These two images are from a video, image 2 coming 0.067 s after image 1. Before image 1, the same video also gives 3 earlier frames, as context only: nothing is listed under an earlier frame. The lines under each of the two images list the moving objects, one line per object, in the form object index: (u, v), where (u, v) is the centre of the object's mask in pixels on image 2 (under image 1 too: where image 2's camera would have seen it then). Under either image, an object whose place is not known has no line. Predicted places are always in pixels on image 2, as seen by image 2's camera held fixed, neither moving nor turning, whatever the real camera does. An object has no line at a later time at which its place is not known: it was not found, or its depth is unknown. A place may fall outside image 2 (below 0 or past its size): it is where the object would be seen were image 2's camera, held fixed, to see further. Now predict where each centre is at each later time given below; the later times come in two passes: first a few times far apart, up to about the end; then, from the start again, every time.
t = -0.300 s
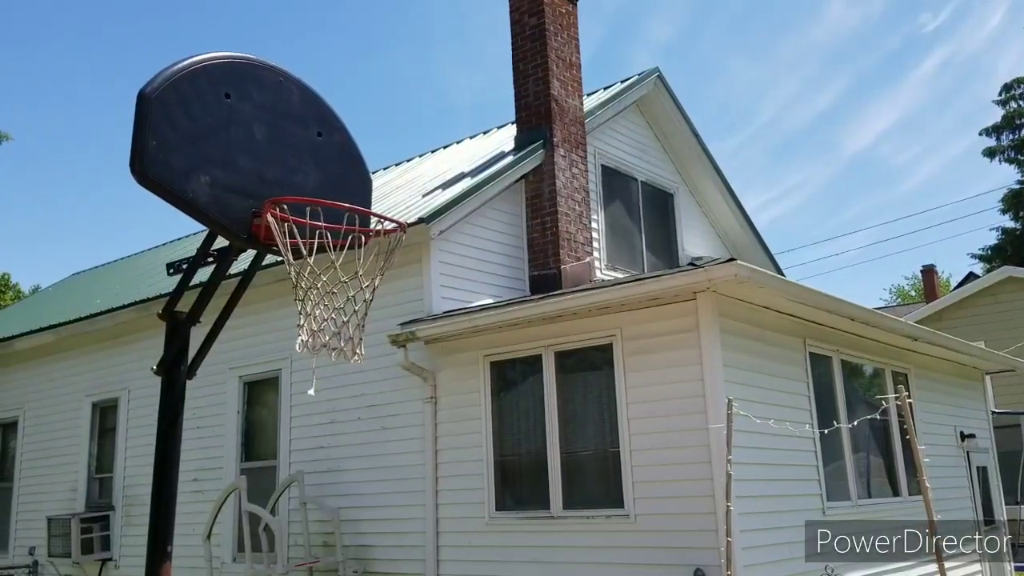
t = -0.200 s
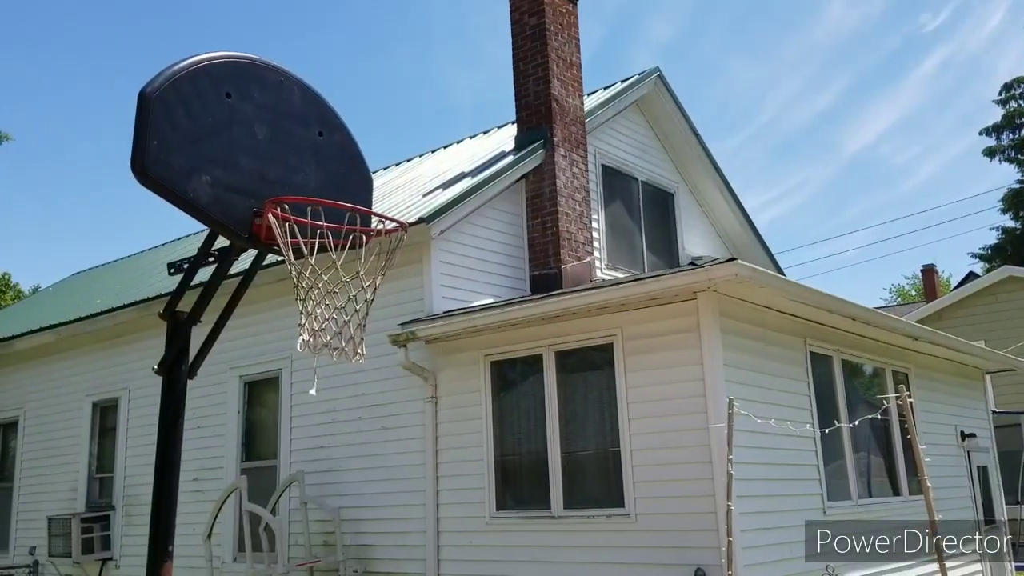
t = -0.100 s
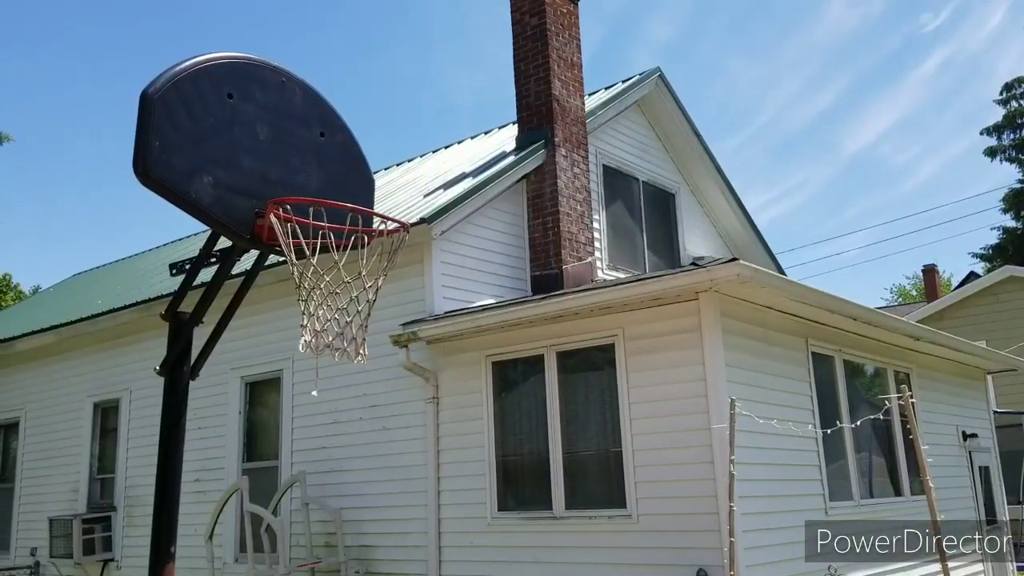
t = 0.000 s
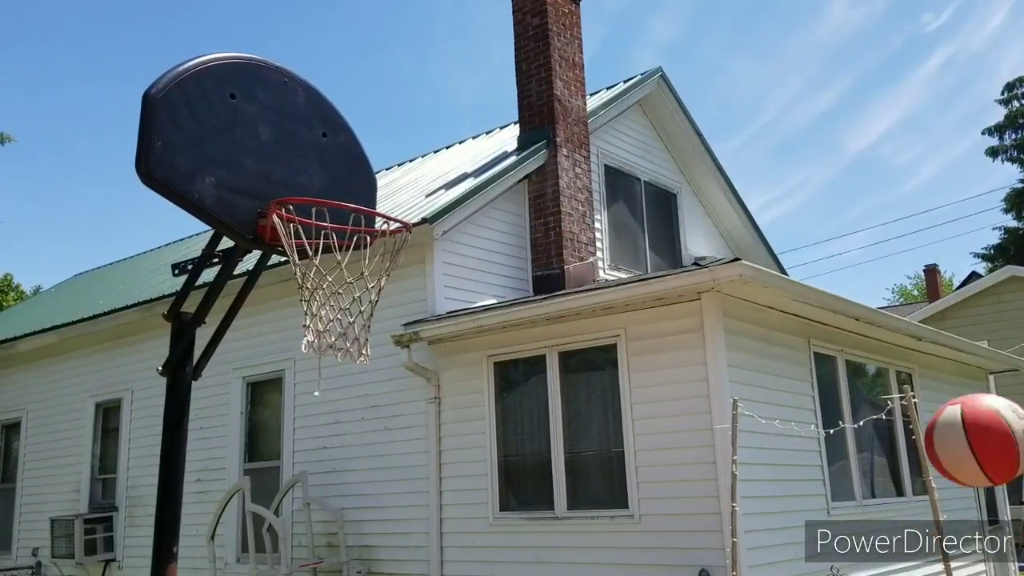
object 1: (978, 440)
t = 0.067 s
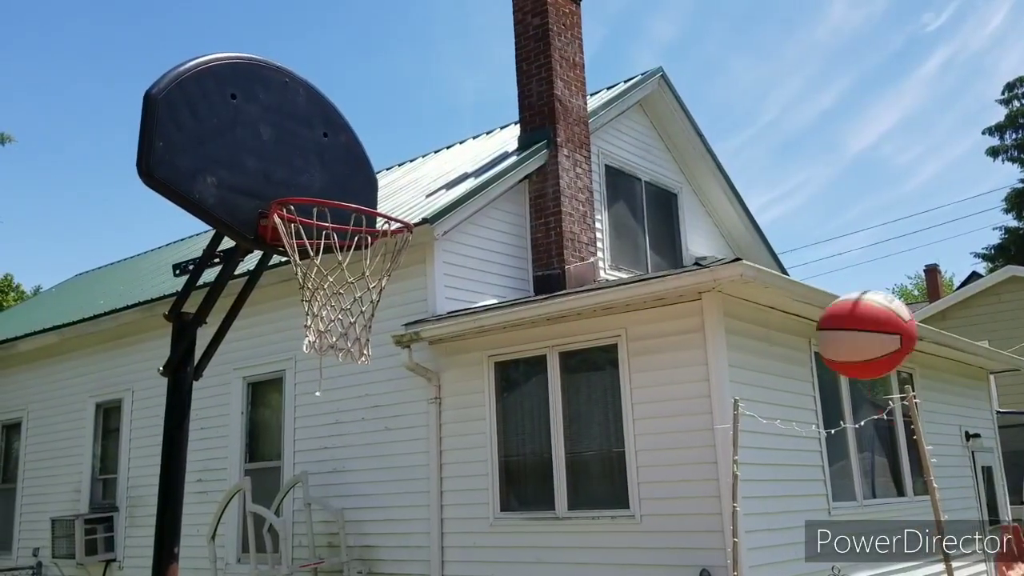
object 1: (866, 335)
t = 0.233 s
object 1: (635, 175)
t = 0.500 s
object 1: (371, 133)
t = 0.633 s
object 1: (341, 142)
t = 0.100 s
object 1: (813, 292)
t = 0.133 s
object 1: (764, 255)
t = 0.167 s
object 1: (719, 224)
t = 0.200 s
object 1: (675, 197)
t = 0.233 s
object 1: (635, 175)
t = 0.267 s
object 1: (596, 158)
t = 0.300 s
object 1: (560, 144)
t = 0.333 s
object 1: (525, 135)
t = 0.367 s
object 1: (492, 128)
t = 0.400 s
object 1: (461, 125)
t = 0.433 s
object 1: (430, 125)
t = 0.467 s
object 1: (401, 128)
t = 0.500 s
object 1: (371, 133)
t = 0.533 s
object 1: (344, 141)
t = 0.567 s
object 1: (318, 151)
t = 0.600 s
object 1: (328, 146)
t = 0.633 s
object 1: (341, 142)
